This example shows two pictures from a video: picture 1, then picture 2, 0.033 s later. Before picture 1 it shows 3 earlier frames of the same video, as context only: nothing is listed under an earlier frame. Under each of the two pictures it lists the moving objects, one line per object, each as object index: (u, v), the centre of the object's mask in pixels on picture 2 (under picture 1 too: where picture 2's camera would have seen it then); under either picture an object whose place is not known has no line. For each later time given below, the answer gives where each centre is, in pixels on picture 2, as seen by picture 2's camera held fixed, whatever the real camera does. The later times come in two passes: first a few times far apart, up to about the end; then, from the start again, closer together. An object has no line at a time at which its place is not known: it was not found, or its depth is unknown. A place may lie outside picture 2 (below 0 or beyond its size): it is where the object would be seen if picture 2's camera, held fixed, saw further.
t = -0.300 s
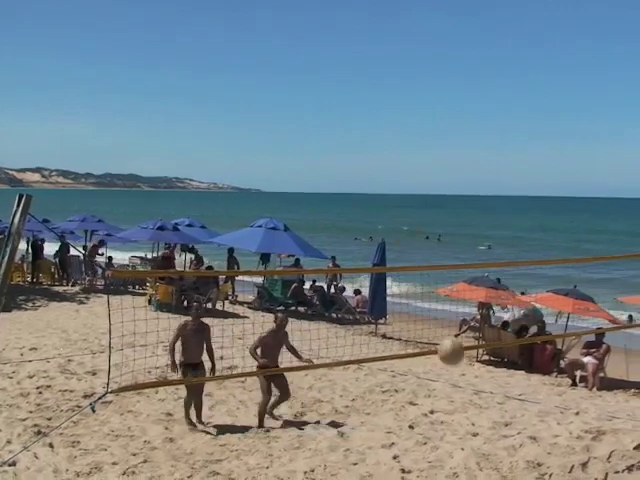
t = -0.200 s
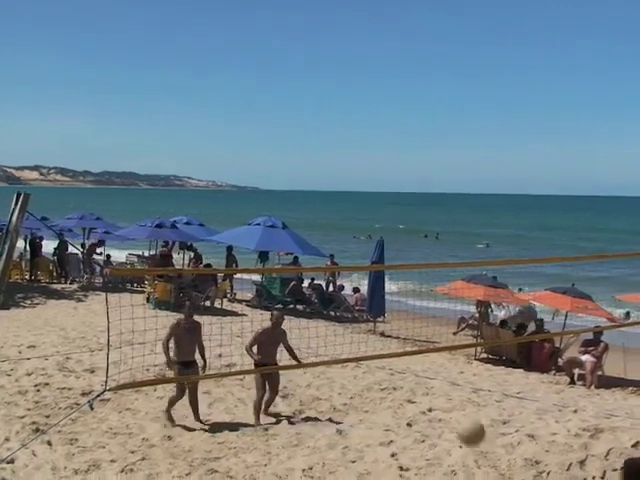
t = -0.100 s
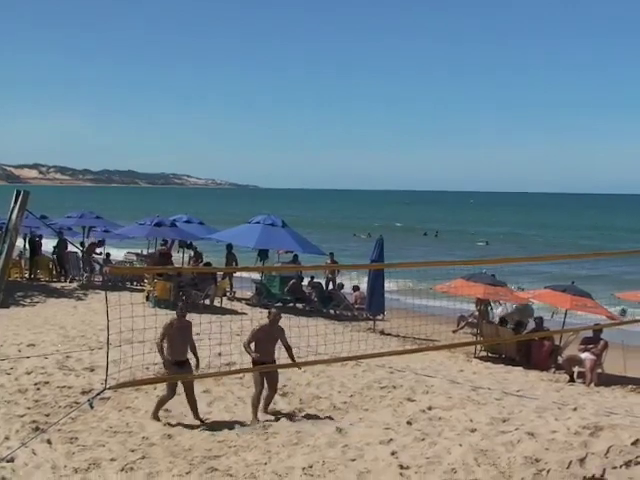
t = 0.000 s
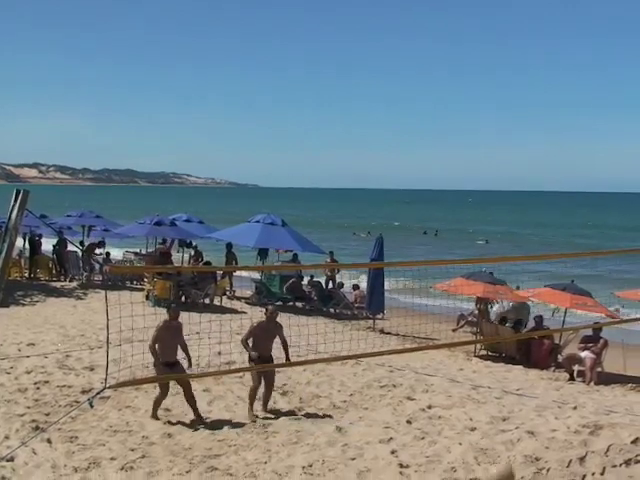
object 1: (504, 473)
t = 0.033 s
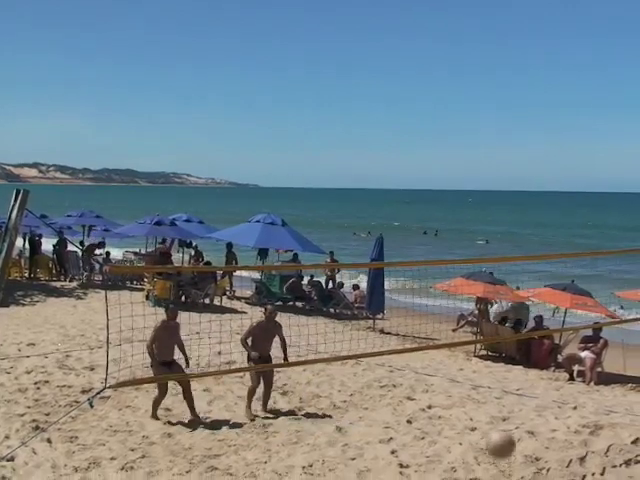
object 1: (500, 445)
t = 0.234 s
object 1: (502, 278)
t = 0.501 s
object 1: (503, 148)
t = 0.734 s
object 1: (502, 110)
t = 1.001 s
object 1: (499, 146)
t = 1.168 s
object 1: (494, 207)
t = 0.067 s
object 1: (501, 413)
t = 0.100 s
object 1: (502, 383)
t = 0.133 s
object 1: (501, 353)
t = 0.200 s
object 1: (501, 303)
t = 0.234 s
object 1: (502, 278)
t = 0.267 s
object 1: (501, 256)
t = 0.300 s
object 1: (502, 235)
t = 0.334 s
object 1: (502, 218)
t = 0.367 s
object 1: (502, 202)
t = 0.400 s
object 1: (503, 186)
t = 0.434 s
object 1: (503, 172)
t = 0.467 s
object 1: (503, 159)
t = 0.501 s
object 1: (503, 148)
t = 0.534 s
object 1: (503, 139)
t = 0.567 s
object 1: (503, 130)
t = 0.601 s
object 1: (503, 123)
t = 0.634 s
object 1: (503, 118)
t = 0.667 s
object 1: (503, 114)
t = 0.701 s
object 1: (502, 112)
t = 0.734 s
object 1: (502, 110)
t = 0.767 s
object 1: (502, 110)
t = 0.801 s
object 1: (502, 112)
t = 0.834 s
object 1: (501, 114)
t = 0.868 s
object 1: (501, 118)
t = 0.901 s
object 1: (501, 123)
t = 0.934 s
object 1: (500, 130)
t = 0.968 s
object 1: (499, 138)
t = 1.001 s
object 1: (499, 146)
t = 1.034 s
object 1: (499, 157)
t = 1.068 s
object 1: (497, 168)
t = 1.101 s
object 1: (497, 180)
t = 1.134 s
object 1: (495, 193)
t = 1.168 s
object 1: (494, 207)
